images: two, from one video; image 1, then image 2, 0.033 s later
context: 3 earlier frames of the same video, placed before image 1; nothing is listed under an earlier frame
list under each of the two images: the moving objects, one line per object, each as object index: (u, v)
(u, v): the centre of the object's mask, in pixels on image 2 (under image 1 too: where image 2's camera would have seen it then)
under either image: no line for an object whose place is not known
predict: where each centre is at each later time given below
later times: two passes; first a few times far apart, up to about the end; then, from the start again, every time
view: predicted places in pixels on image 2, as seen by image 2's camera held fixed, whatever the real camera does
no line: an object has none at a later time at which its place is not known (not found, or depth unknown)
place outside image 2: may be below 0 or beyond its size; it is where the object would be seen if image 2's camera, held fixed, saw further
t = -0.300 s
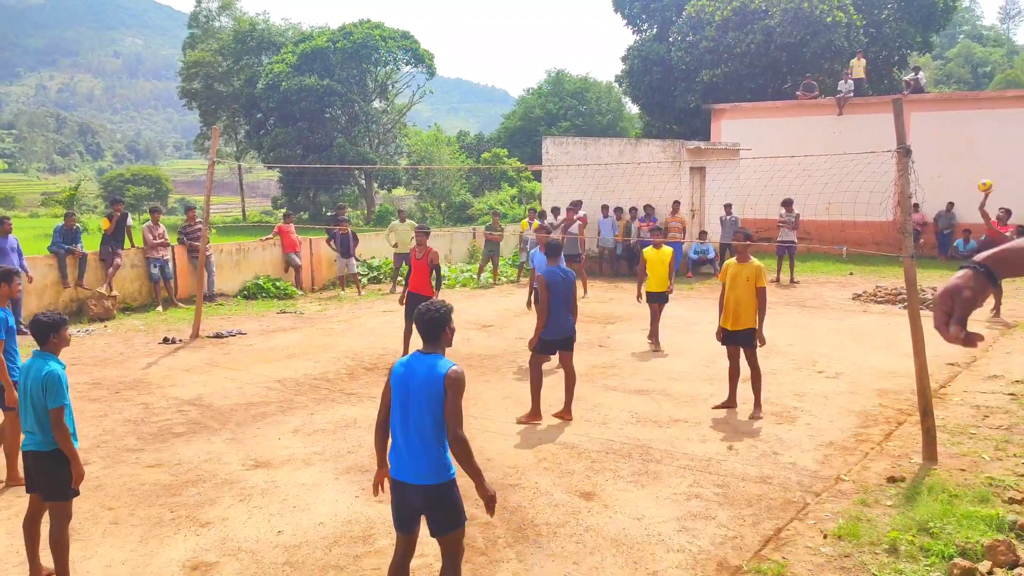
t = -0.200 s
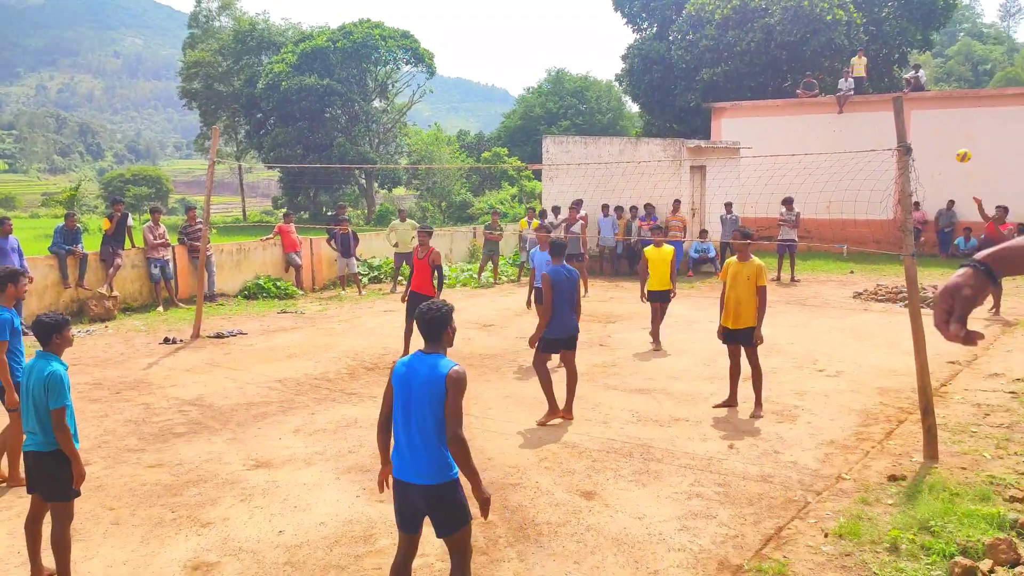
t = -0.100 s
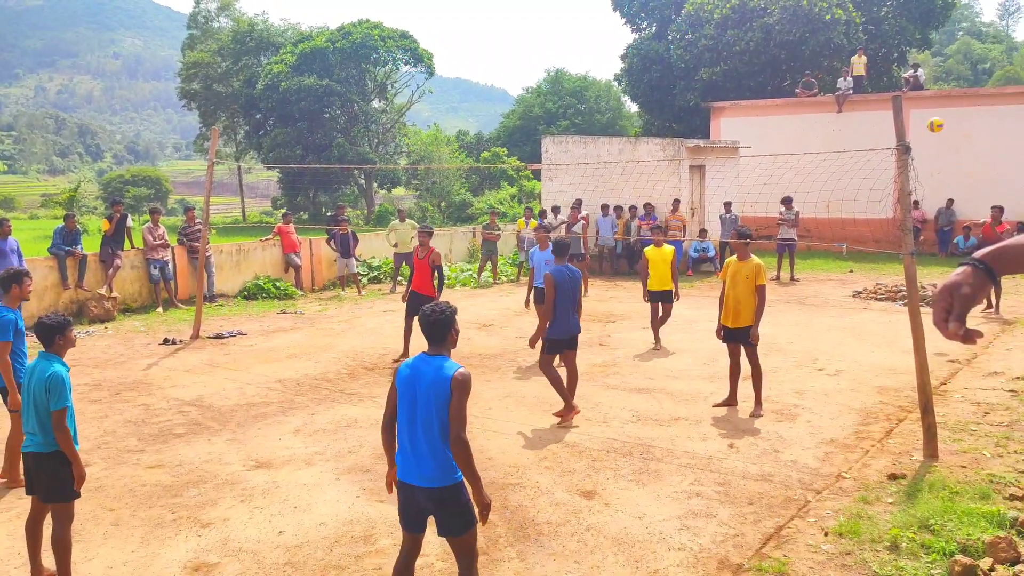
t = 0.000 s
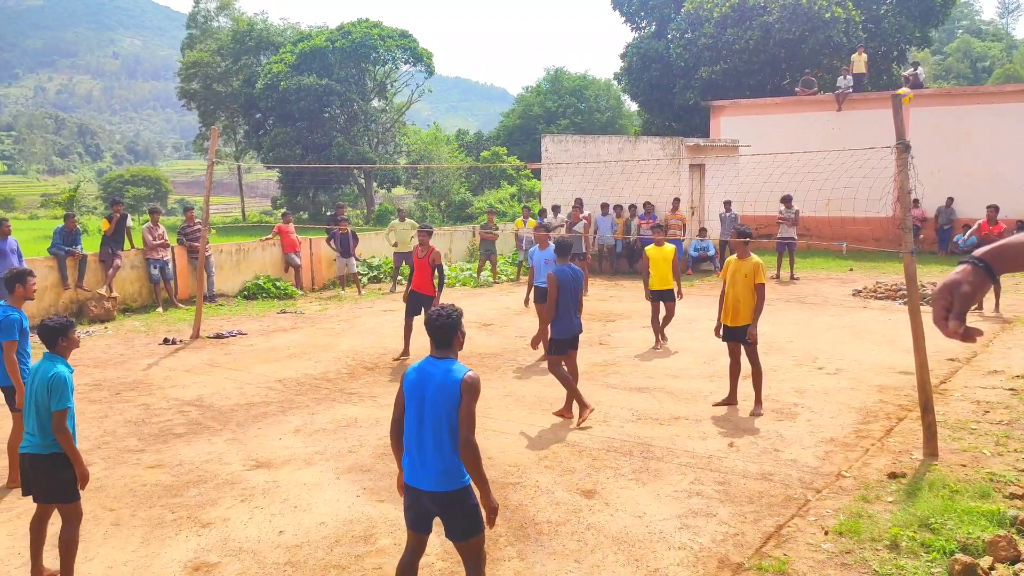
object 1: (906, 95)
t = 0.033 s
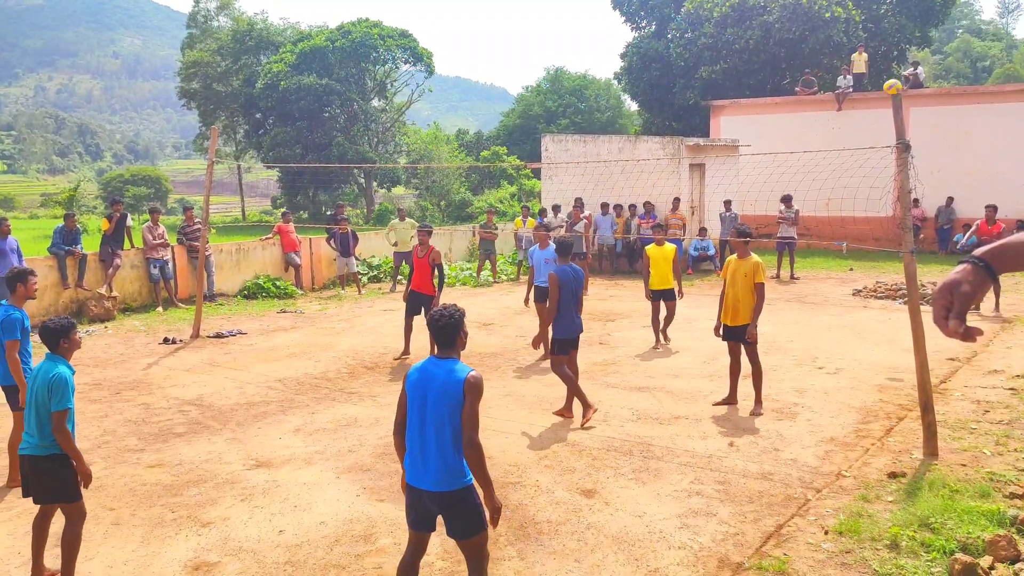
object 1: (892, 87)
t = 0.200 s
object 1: (827, 57)
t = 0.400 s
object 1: (724, 49)
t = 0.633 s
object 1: (559, 105)
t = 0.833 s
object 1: (361, 248)
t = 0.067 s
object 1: (880, 80)
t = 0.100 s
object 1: (868, 74)
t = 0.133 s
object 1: (855, 67)
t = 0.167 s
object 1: (841, 61)
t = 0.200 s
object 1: (827, 57)
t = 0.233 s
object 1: (812, 52)
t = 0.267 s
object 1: (796, 50)
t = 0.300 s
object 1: (779, 48)
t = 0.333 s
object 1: (761, 47)
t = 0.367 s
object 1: (743, 47)
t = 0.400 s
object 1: (724, 49)
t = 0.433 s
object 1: (704, 51)
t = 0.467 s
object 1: (683, 56)
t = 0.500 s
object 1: (660, 61)
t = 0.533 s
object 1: (637, 69)
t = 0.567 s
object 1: (613, 79)
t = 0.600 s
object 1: (586, 90)
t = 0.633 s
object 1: (559, 105)
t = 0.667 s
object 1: (530, 121)
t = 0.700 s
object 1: (499, 141)
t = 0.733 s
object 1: (468, 163)
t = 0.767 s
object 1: (434, 188)
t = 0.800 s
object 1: (398, 216)
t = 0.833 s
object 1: (361, 248)
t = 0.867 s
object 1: (320, 283)
